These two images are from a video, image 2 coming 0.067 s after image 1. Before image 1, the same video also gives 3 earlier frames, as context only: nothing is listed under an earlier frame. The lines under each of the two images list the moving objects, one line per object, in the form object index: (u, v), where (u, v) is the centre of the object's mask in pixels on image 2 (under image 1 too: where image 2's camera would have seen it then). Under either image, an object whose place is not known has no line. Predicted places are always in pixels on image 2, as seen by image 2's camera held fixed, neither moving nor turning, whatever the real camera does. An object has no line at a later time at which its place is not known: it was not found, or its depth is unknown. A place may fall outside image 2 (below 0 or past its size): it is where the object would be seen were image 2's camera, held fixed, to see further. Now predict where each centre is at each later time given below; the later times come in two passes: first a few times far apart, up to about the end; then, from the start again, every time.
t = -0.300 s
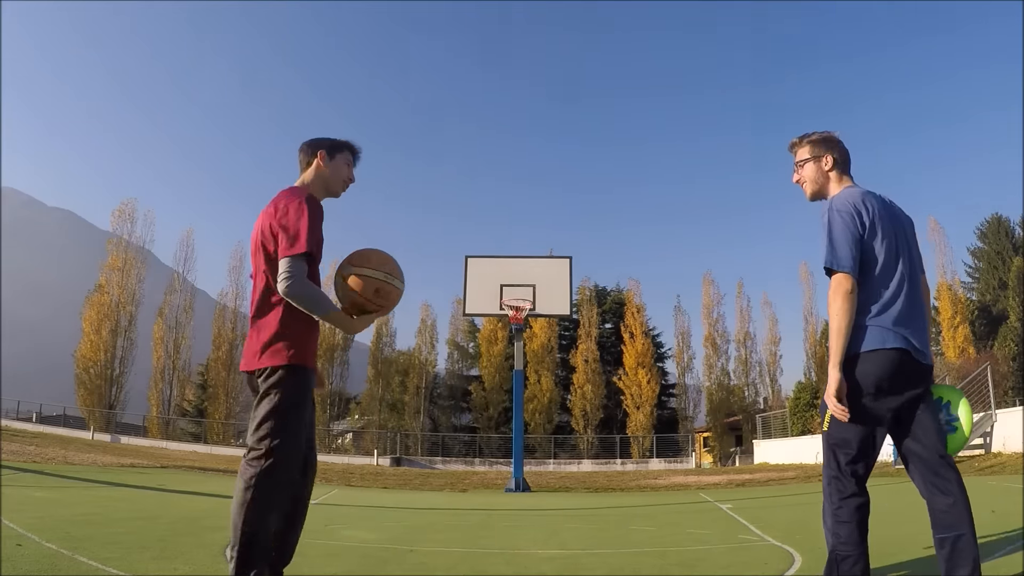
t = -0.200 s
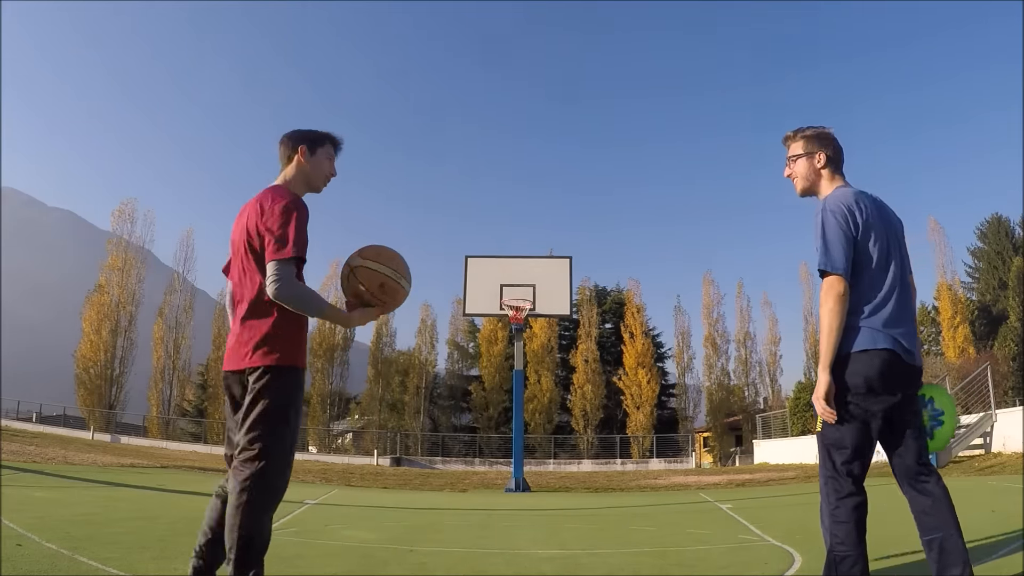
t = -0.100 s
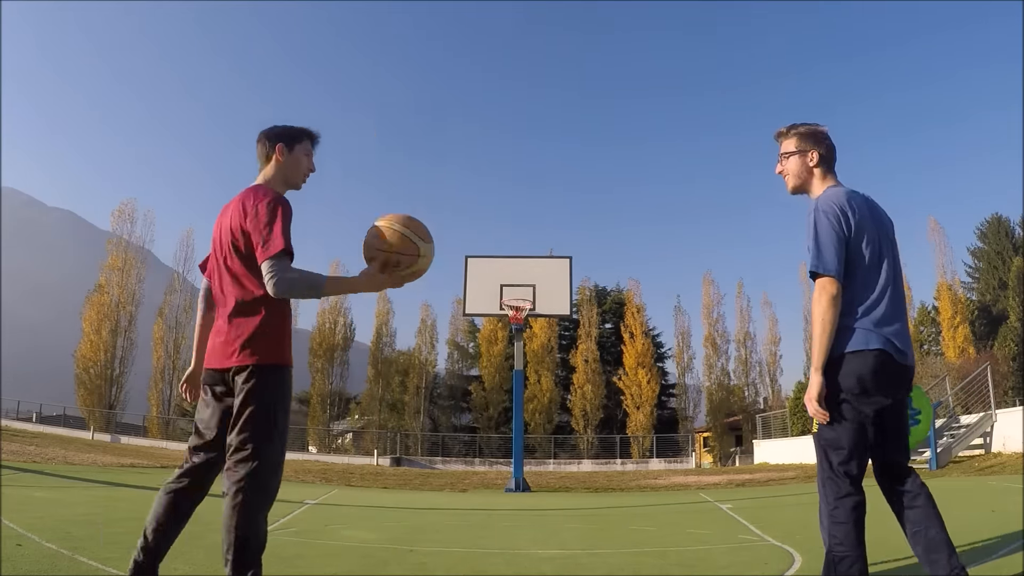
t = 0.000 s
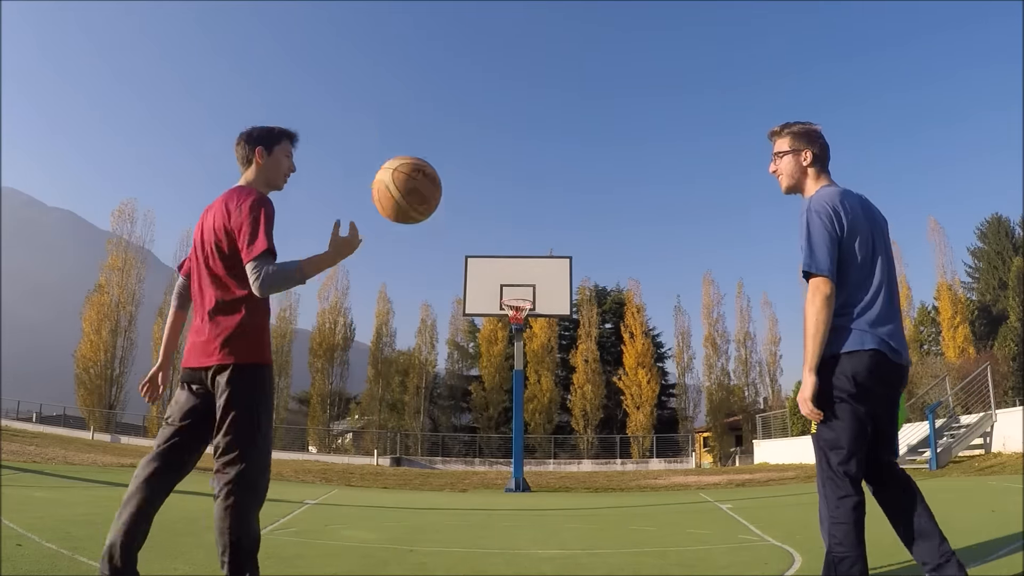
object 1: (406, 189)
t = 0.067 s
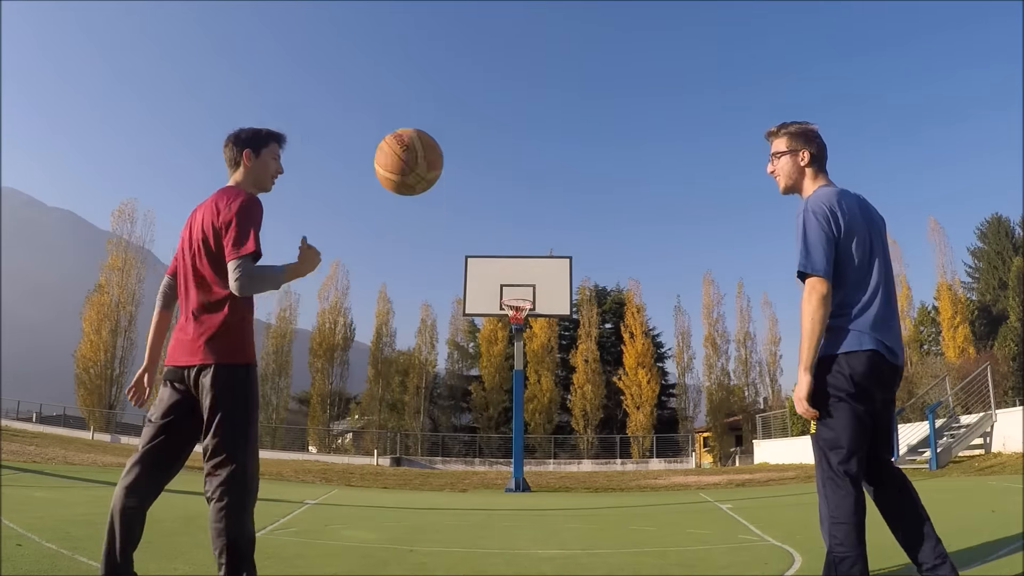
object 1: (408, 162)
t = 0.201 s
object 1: (408, 137)
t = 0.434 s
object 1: (399, 197)
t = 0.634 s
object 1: (381, 389)
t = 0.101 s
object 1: (409, 152)
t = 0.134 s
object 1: (409, 144)
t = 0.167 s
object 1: (408, 139)
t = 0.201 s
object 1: (408, 137)
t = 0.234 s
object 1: (407, 137)
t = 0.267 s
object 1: (407, 140)
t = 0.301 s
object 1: (406, 145)
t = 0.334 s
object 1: (405, 153)
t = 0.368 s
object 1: (403, 165)
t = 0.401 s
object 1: (401, 179)
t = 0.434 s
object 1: (399, 197)
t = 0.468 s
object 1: (396, 218)
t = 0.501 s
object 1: (393, 243)
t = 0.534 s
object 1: (391, 273)
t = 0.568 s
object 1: (388, 307)
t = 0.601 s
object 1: (385, 345)
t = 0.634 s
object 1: (381, 389)
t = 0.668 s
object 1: (378, 440)
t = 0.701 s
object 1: (376, 494)
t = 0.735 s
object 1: (372, 545)
